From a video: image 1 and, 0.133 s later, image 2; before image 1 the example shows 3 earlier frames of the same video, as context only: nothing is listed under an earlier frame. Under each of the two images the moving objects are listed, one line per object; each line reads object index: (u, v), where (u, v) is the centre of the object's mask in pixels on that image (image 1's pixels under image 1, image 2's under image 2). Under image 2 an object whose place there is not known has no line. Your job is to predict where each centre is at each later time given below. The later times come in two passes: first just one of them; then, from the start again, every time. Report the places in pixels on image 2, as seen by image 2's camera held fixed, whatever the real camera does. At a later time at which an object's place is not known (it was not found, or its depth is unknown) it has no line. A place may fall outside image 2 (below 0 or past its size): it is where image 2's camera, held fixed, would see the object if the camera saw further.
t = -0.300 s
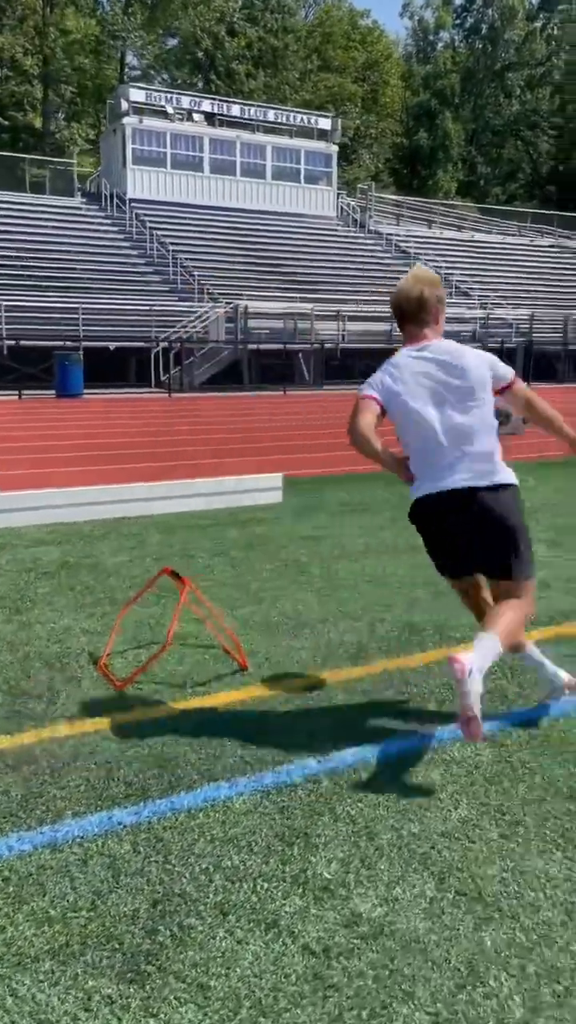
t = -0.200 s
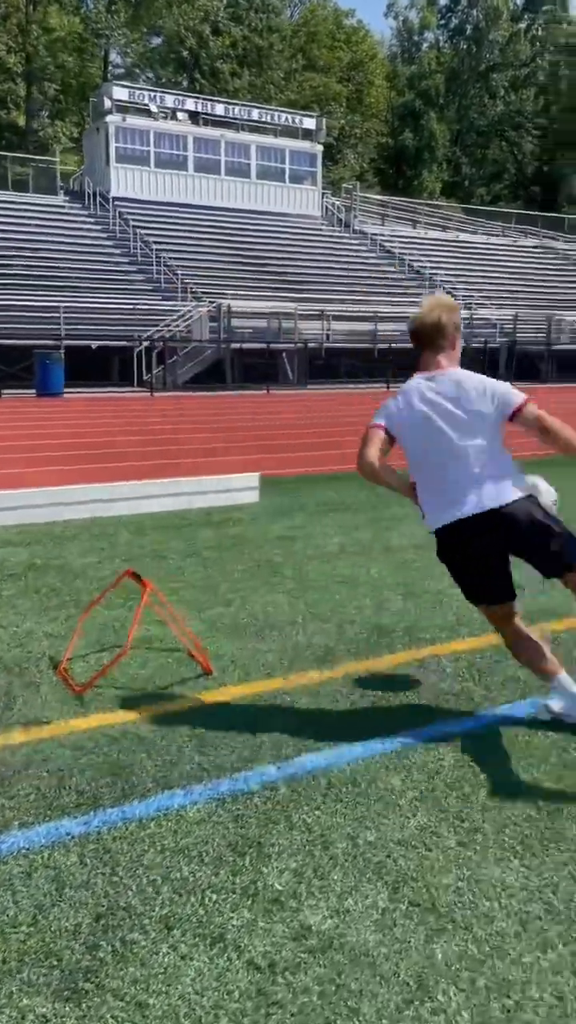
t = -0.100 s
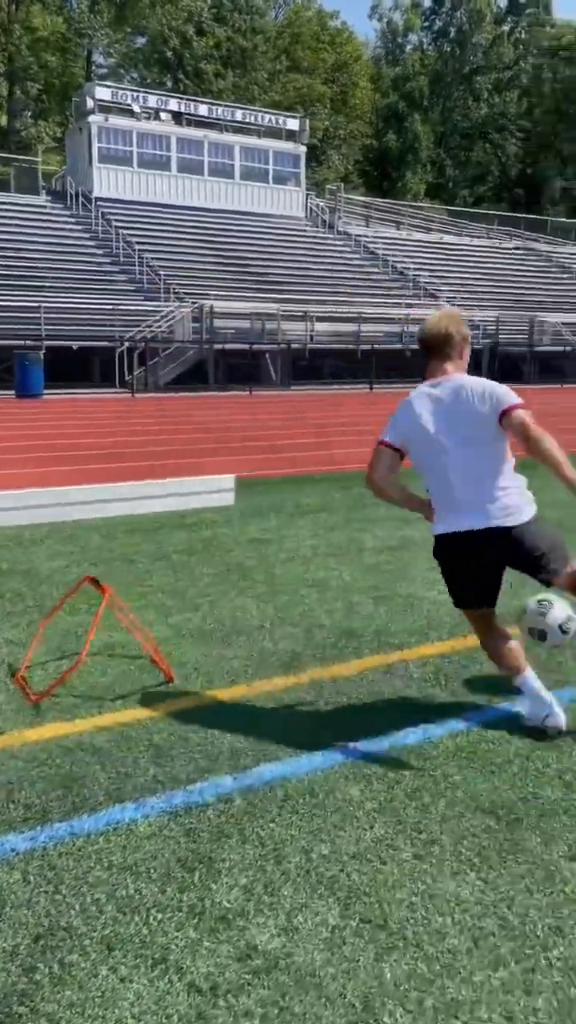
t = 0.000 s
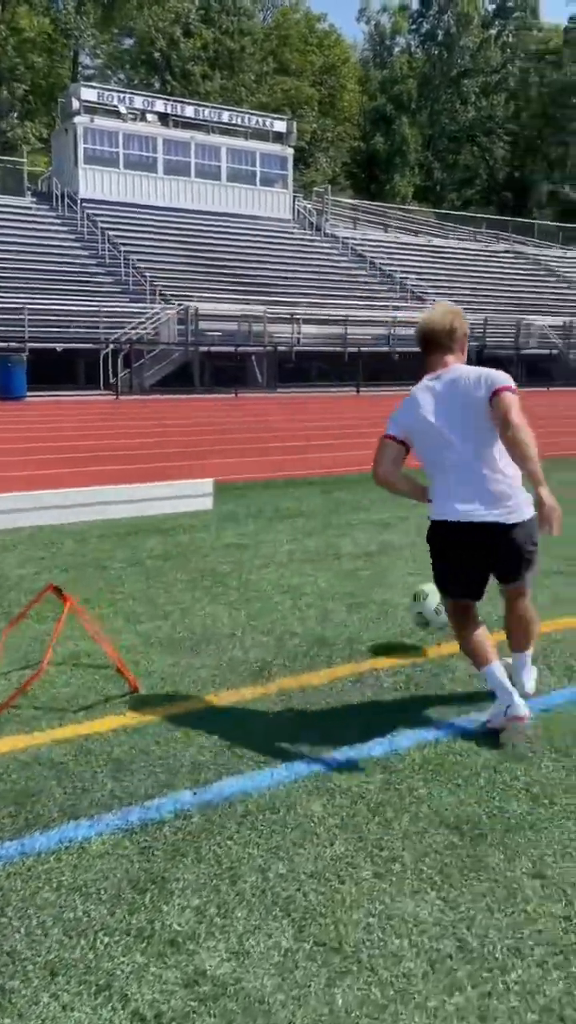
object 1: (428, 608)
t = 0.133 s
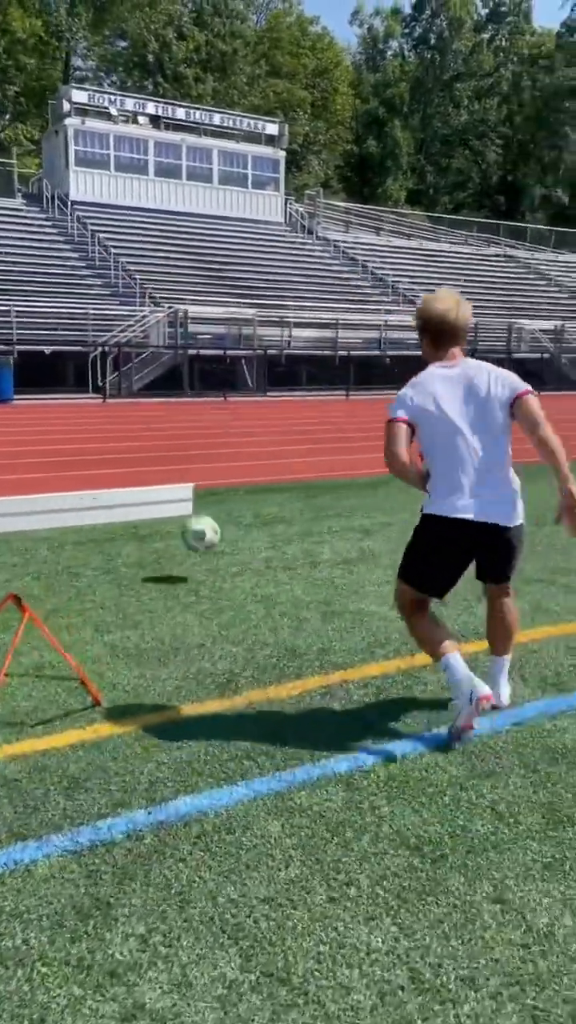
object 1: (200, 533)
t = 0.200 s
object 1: (129, 515)
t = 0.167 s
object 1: (164, 524)
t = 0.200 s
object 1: (129, 515)
